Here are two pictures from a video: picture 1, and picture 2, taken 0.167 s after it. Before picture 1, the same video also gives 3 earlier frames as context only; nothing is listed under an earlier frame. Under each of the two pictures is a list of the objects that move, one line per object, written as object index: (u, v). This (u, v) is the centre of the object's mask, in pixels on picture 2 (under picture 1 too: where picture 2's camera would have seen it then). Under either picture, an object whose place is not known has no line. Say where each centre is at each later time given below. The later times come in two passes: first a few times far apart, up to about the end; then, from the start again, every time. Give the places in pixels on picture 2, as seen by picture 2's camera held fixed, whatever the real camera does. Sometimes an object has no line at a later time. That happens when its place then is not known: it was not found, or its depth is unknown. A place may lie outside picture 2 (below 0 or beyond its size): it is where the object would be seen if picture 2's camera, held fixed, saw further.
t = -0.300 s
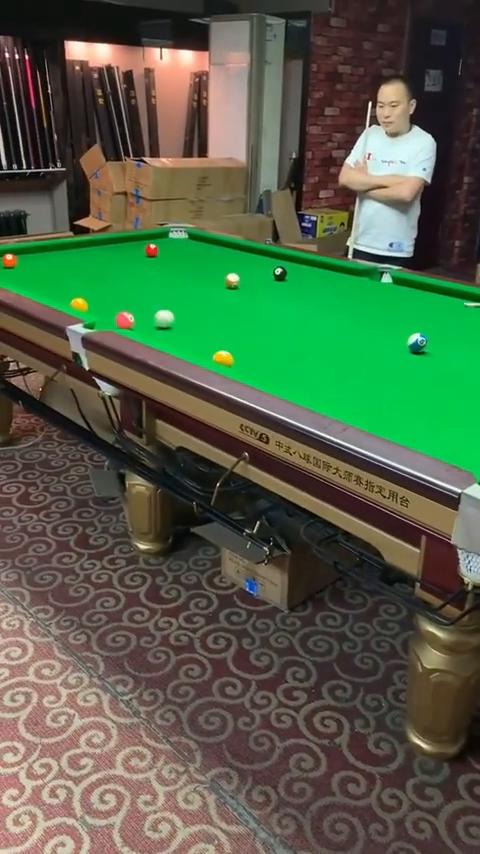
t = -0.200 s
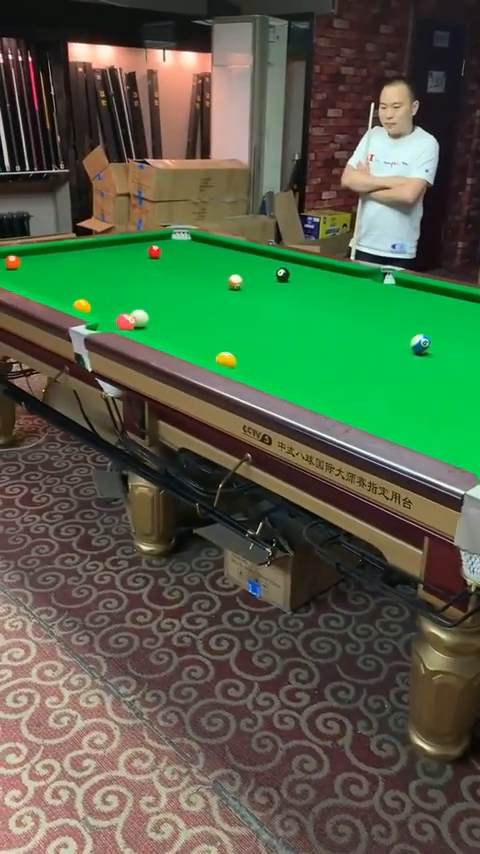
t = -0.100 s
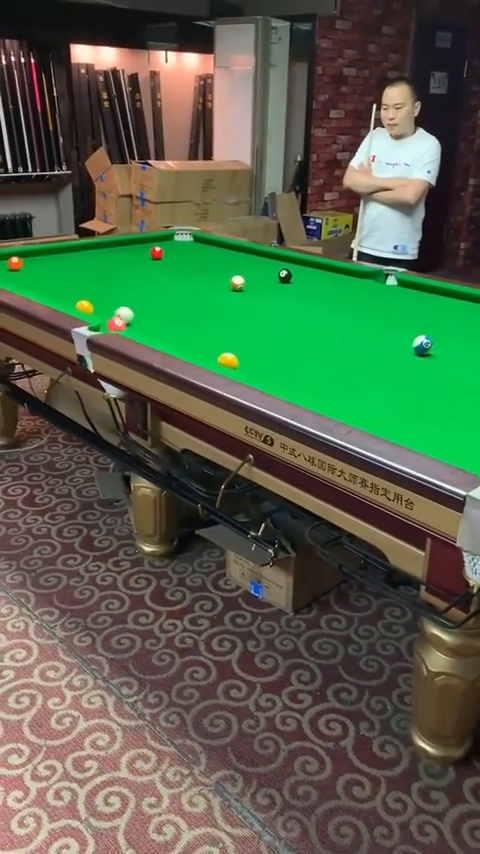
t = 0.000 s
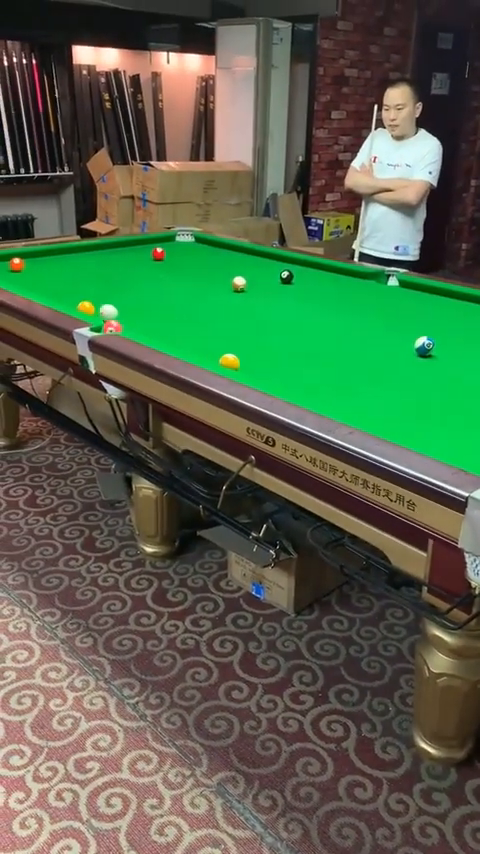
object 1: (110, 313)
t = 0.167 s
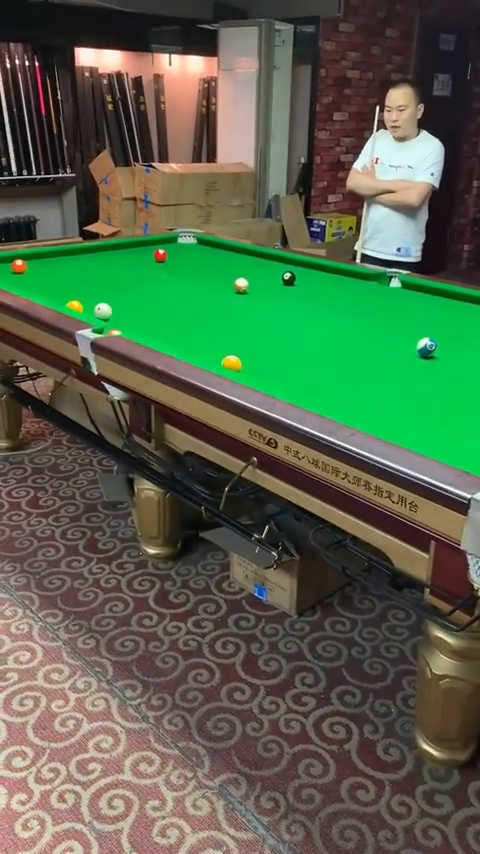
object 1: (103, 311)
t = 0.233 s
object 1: (102, 310)
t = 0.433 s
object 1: (98, 307)
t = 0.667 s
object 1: (95, 305)
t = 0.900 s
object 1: (93, 302)
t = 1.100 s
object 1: (91, 301)
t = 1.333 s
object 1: (89, 299)
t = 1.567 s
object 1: (87, 297)
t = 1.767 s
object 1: (85, 297)
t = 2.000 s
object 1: (84, 296)
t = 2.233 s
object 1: (84, 296)
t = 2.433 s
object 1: (84, 296)
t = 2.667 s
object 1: (84, 296)
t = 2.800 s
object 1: (84, 296)
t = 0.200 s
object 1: (102, 311)
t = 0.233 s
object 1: (102, 310)
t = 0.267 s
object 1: (101, 310)
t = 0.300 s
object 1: (100, 309)
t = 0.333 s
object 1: (100, 309)
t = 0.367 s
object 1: (99, 309)
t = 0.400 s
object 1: (99, 308)
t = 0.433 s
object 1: (98, 307)
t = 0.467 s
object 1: (97, 307)
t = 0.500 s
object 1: (97, 307)
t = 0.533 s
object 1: (97, 306)
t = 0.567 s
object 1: (96, 306)
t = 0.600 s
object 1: (96, 306)
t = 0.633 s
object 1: (95, 305)
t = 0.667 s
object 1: (95, 305)
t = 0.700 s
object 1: (95, 304)
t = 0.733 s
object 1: (94, 304)
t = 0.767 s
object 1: (94, 304)
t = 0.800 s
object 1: (94, 303)
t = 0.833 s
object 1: (93, 303)
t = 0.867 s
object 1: (93, 303)
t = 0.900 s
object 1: (93, 302)
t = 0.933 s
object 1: (92, 302)
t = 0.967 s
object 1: (92, 302)
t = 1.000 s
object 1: (92, 301)
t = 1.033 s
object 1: (91, 301)
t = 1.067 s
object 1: (91, 301)
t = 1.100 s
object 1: (91, 301)
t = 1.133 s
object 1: (90, 300)
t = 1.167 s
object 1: (90, 300)
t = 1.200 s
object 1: (90, 300)
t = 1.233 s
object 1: (90, 299)
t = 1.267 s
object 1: (89, 299)
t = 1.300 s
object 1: (89, 299)
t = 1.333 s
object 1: (89, 299)
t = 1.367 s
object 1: (89, 298)
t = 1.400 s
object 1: (88, 298)
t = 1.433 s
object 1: (88, 298)
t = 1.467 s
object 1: (88, 298)
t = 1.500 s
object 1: (87, 298)
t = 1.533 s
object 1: (87, 298)
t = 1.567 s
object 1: (87, 297)
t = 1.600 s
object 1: (87, 297)
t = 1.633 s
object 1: (86, 297)
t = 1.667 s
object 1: (86, 297)
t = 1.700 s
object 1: (86, 297)
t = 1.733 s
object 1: (86, 297)
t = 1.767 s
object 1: (85, 297)
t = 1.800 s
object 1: (85, 297)
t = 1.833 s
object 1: (85, 297)
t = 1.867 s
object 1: (85, 296)
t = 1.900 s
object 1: (85, 296)
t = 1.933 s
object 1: (85, 296)
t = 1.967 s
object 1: (85, 296)
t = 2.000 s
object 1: (84, 296)
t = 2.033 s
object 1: (84, 296)
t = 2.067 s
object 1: (84, 296)
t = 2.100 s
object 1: (84, 296)
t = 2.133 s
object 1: (84, 296)
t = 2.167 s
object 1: (84, 296)
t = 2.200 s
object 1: (84, 296)
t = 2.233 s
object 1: (84, 296)
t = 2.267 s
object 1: (84, 296)
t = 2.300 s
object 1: (84, 296)
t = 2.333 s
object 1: (84, 296)
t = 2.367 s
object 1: (84, 296)
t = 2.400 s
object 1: (84, 296)
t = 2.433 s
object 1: (84, 296)
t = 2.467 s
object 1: (84, 296)
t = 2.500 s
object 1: (84, 296)
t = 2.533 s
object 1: (84, 296)
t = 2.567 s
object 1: (84, 296)
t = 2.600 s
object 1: (84, 296)
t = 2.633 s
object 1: (84, 296)
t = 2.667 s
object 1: (84, 296)
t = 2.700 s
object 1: (84, 296)
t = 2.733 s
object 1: (85, 296)
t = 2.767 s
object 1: (85, 296)
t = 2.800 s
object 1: (84, 296)
